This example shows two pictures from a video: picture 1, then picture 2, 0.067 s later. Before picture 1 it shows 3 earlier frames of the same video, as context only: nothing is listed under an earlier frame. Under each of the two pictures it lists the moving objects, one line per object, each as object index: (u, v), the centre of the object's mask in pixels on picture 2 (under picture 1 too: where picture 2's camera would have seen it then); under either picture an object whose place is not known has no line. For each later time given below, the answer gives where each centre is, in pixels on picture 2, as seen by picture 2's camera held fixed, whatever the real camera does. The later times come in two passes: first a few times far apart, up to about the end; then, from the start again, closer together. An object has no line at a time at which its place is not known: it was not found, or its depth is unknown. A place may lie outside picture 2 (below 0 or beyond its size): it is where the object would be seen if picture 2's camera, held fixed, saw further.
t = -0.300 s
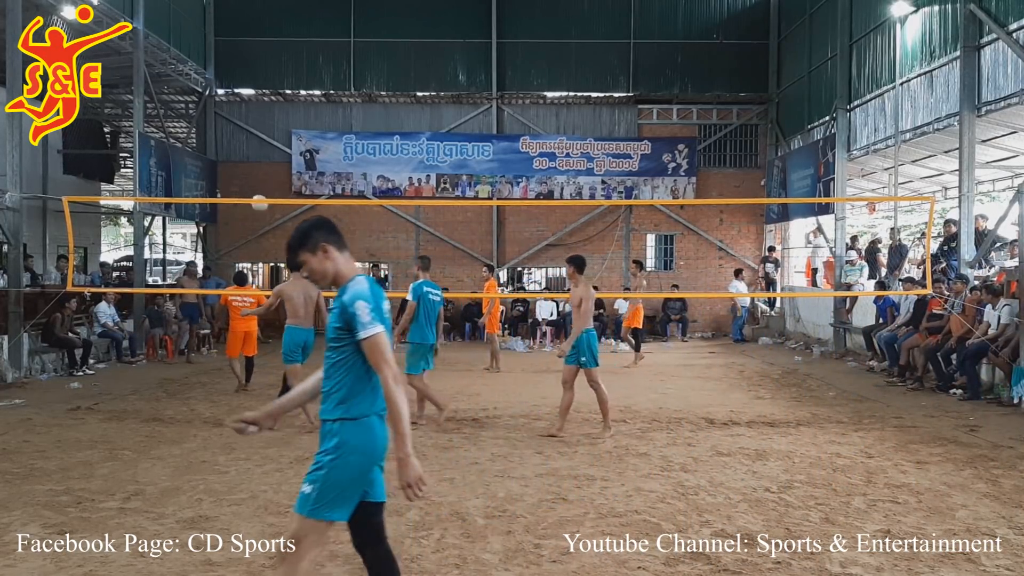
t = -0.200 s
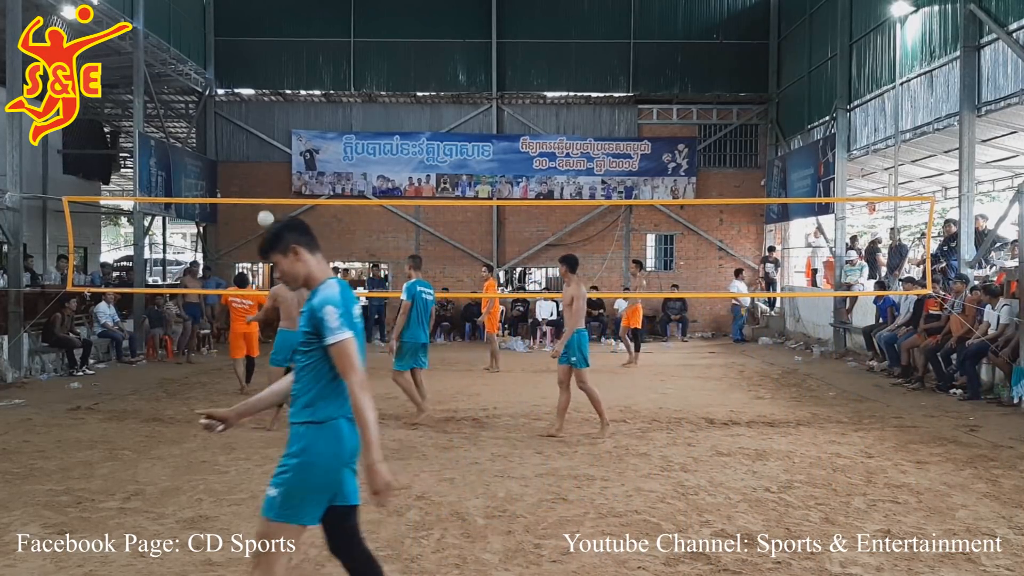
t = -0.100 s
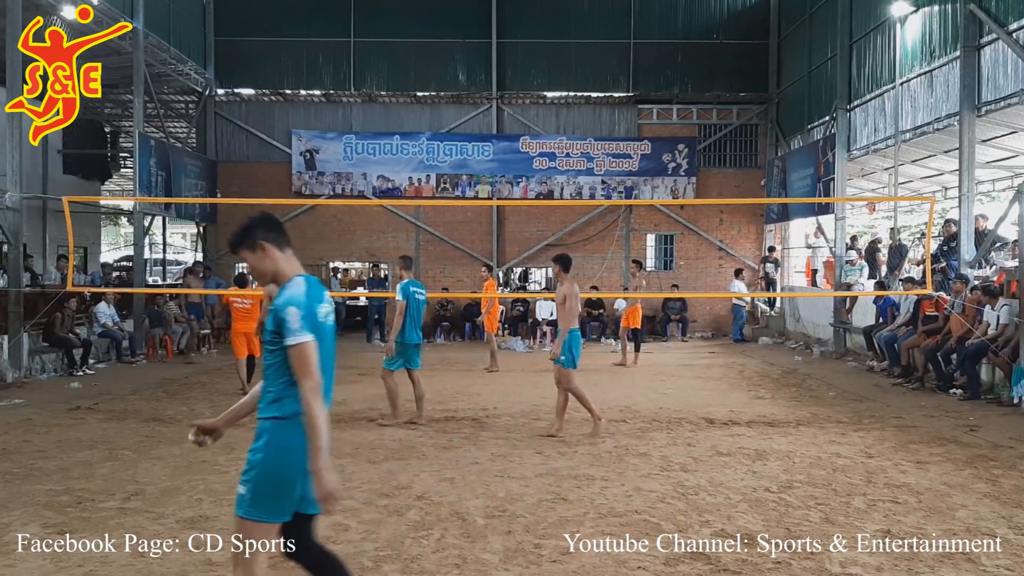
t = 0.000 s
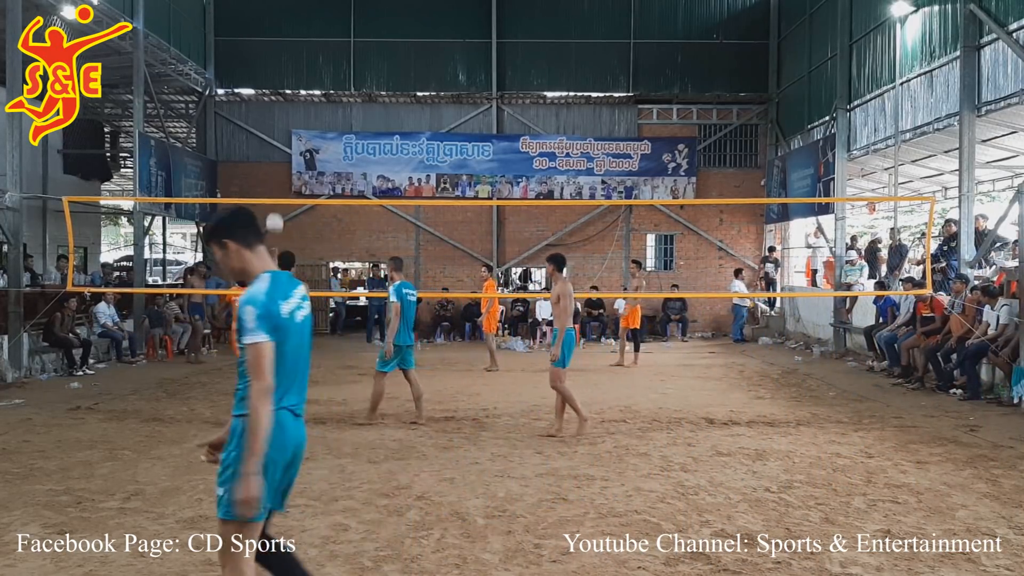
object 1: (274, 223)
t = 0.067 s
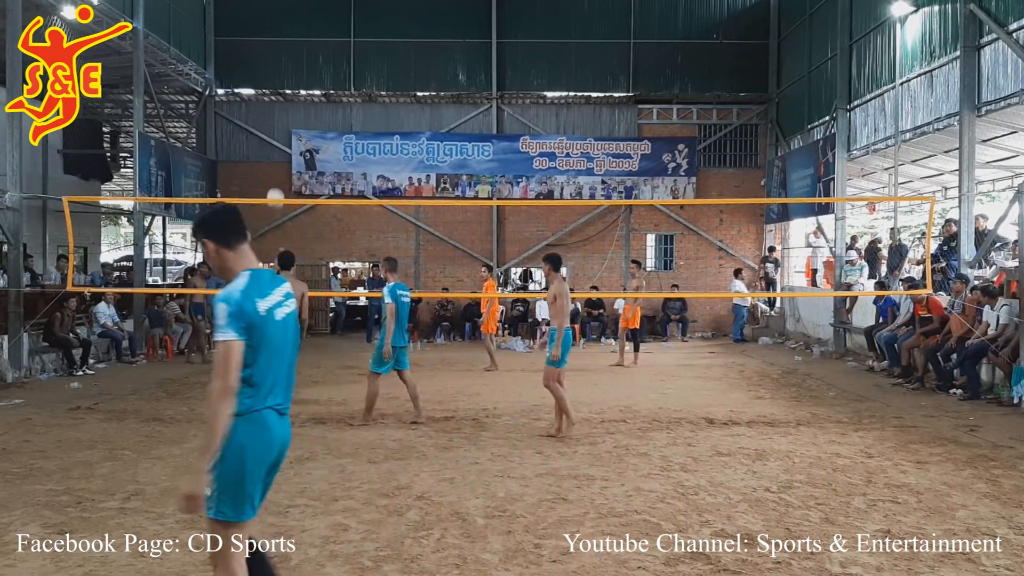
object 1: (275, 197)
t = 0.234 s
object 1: (277, 148)
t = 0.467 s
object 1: (281, 109)
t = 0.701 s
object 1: (286, 117)
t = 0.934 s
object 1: (292, 186)
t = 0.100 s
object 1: (275, 187)
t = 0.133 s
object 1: (276, 176)
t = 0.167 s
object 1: (276, 166)
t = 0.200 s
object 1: (277, 157)
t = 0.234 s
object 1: (277, 148)
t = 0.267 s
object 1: (278, 140)
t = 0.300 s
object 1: (278, 132)
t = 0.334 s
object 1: (278, 126)
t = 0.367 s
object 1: (279, 120)
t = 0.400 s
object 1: (280, 116)
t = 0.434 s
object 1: (280, 112)
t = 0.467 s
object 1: (281, 109)
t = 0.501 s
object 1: (282, 107)
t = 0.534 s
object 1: (283, 106)
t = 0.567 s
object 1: (283, 106)
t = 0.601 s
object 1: (284, 107)
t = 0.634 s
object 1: (285, 109)
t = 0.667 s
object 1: (285, 113)
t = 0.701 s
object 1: (286, 117)
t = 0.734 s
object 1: (287, 123)
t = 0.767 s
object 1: (288, 130)
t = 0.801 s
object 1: (289, 138)
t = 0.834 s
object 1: (289, 148)
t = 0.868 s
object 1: (290, 160)
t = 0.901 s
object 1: (291, 174)
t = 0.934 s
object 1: (292, 186)
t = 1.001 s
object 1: (294, 222)
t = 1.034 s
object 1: (296, 241)
